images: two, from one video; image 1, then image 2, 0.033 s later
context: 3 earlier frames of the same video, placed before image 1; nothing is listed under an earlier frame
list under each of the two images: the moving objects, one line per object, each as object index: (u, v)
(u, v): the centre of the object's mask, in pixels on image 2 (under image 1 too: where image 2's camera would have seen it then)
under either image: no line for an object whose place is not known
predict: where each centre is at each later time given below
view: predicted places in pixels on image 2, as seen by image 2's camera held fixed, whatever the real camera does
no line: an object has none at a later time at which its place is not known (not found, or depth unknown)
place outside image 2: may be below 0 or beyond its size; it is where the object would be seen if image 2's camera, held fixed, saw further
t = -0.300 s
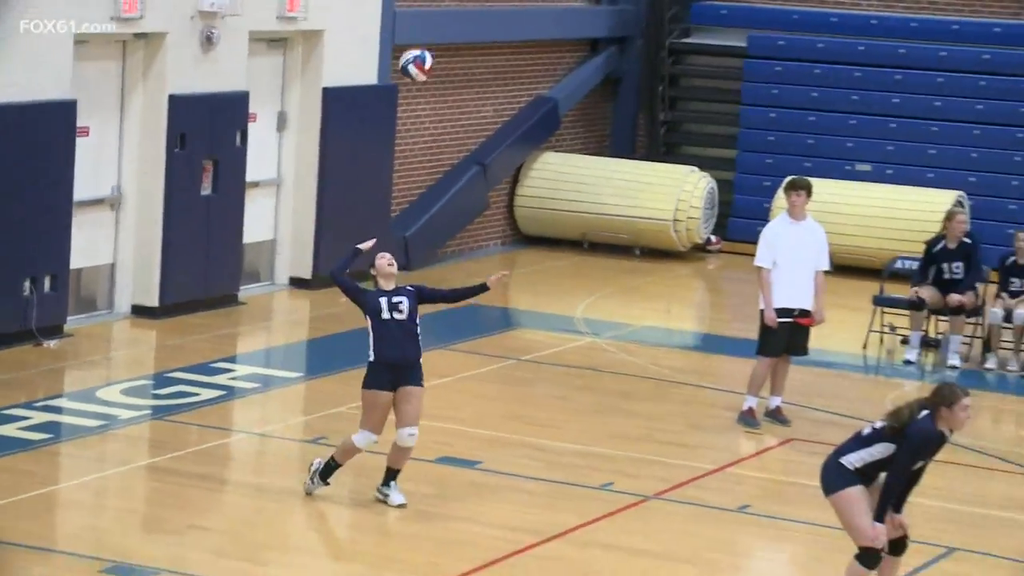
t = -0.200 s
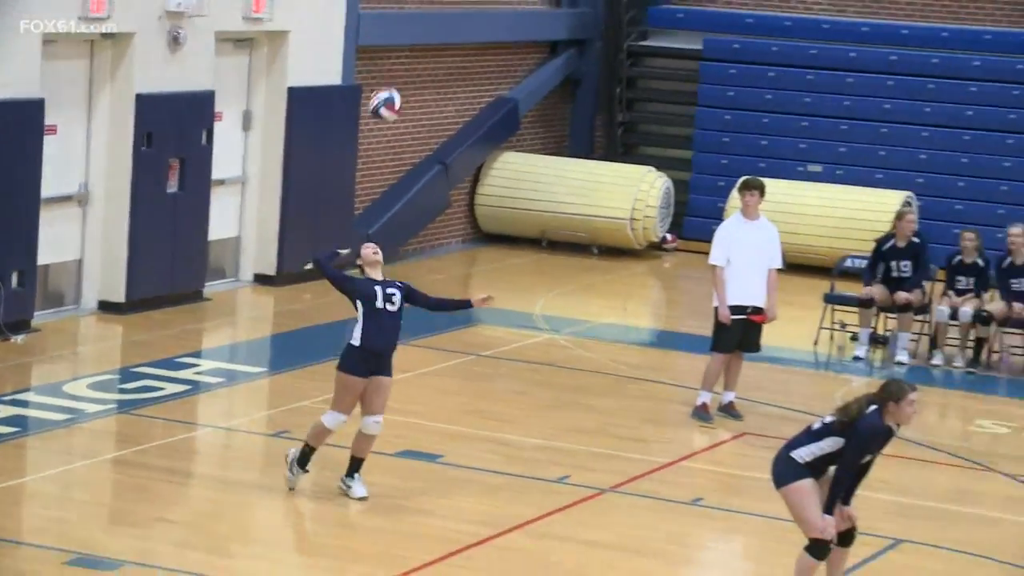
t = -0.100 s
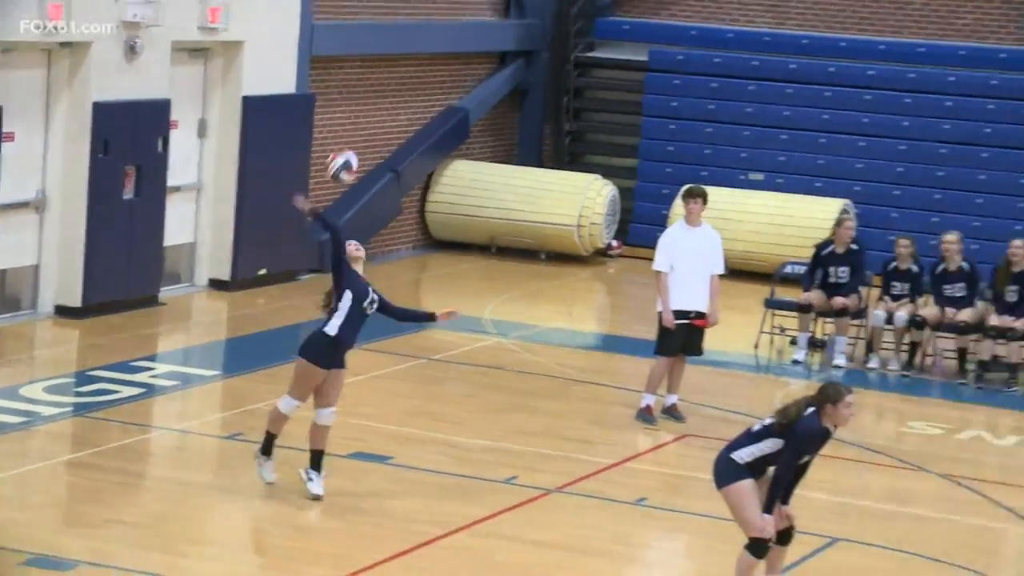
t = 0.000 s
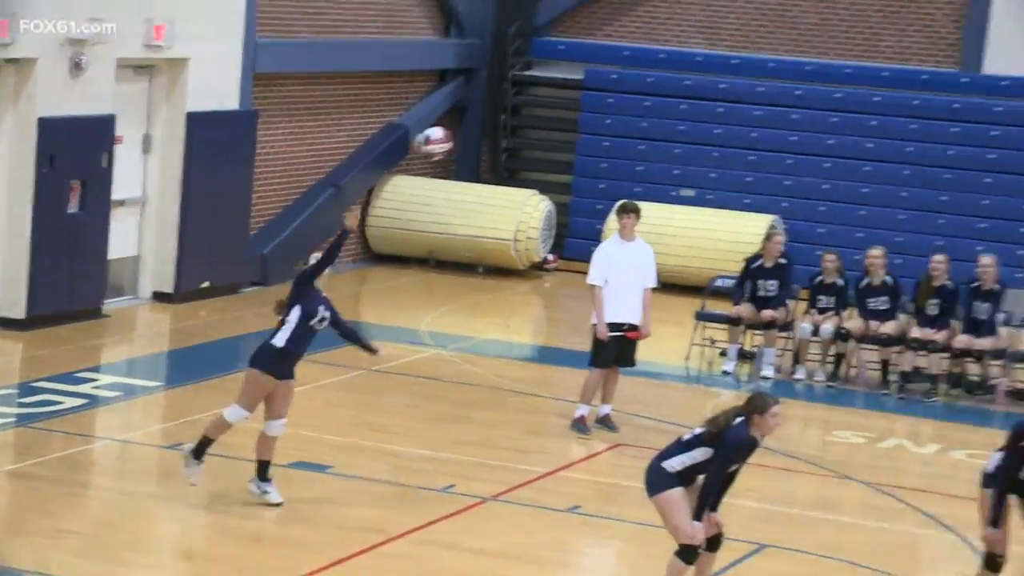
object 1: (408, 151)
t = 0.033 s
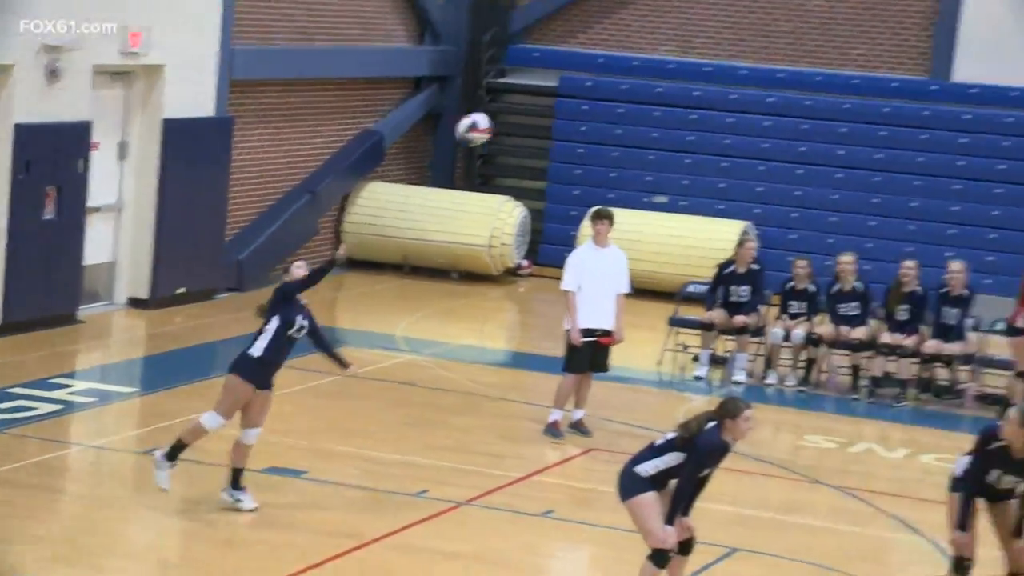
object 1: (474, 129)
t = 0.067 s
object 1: (541, 109)
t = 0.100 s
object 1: (610, 90)
